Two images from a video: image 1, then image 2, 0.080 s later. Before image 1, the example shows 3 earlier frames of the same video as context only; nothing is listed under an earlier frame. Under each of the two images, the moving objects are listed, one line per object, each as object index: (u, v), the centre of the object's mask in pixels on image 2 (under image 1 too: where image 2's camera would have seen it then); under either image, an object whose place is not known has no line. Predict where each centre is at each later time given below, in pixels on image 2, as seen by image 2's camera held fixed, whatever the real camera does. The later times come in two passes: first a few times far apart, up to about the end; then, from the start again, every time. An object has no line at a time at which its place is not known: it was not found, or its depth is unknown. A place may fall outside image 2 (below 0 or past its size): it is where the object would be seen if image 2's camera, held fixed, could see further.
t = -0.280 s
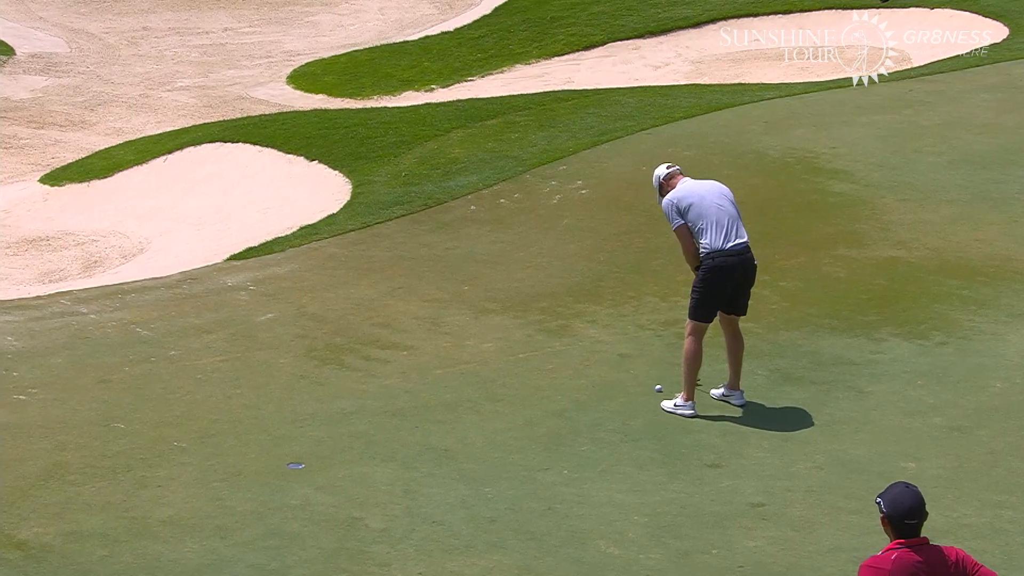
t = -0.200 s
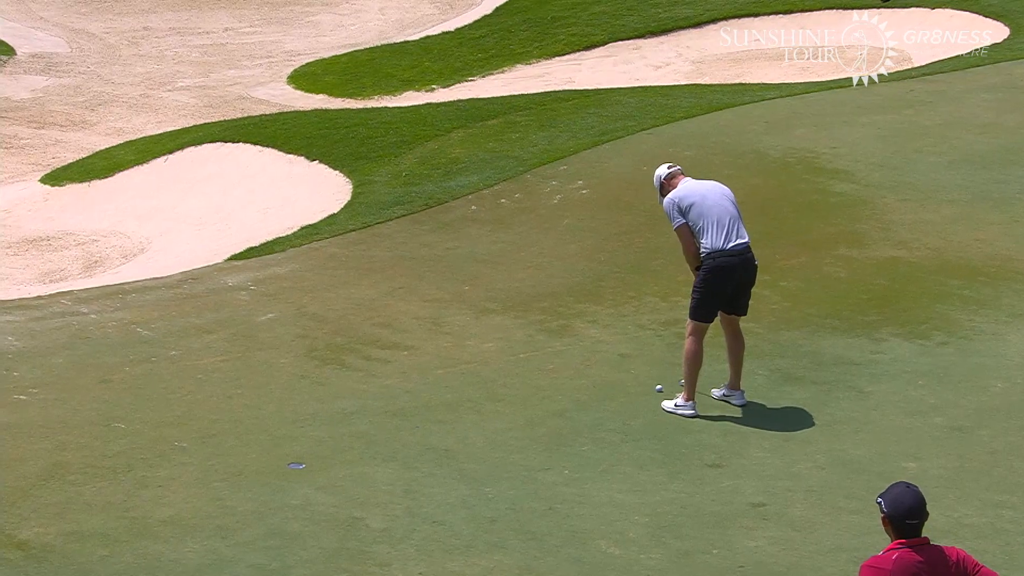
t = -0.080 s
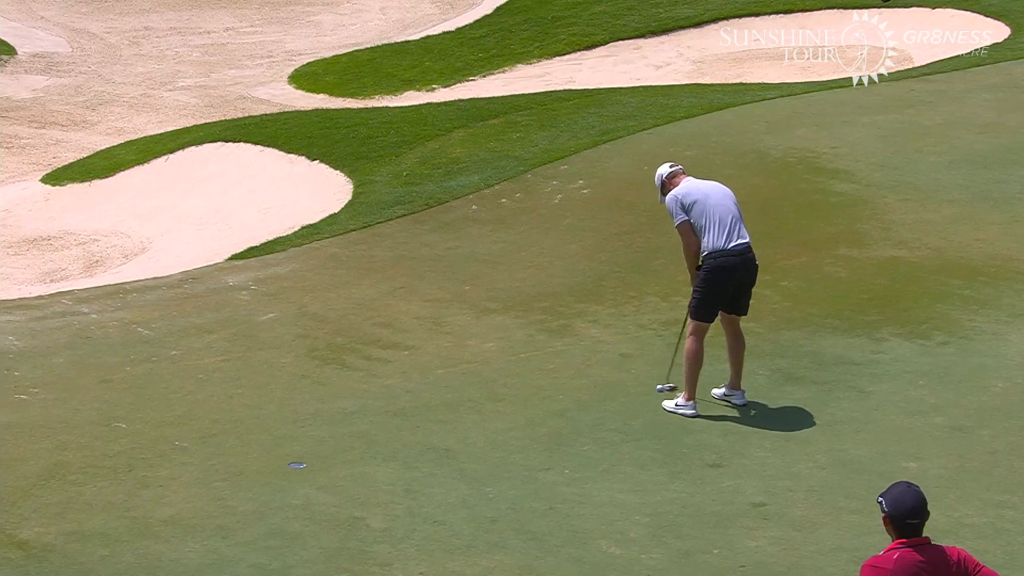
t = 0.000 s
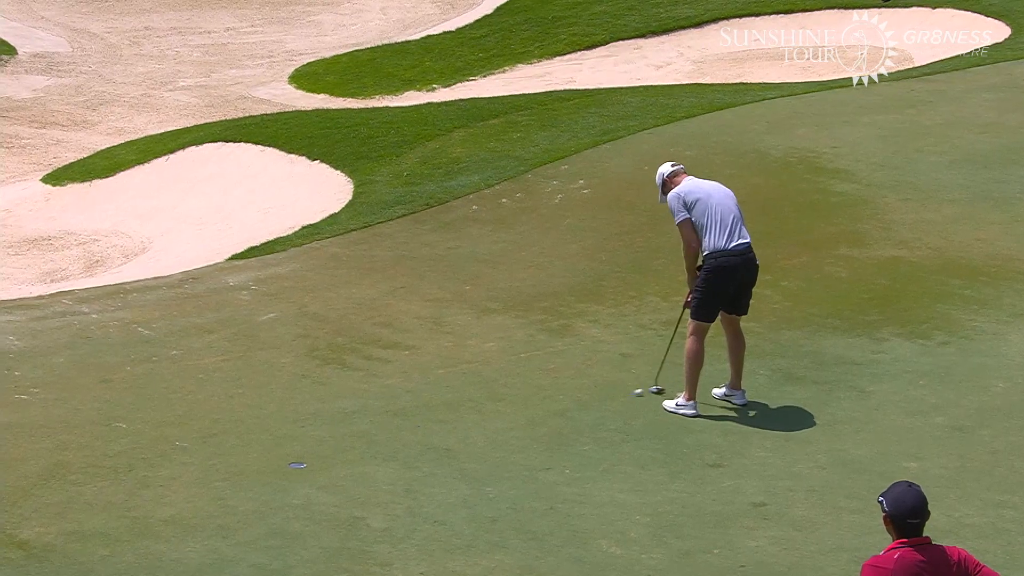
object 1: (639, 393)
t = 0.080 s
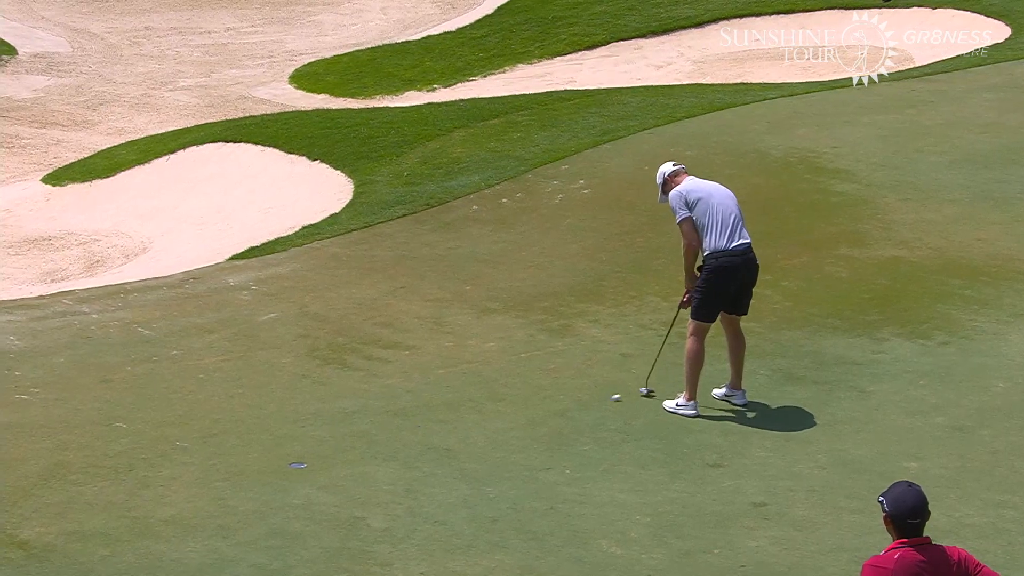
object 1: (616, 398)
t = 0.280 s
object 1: (570, 408)
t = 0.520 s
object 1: (520, 418)
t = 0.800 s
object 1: (466, 430)
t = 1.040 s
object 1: (423, 438)
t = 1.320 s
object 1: (378, 446)
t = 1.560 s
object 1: (344, 453)
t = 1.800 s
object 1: (314, 459)
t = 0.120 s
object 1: (606, 400)
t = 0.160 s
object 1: (596, 402)
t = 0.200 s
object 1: (588, 404)
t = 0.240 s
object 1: (579, 406)
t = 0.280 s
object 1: (570, 408)
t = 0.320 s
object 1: (562, 410)
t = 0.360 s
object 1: (553, 412)
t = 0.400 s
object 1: (544, 413)
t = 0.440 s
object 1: (536, 415)
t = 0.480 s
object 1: (528, 416)
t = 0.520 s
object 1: (520, 418)
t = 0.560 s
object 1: (512, 420)
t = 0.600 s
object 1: (504, 421)
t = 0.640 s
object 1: (496, 423)
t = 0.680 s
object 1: (488, 425)
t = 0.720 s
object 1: (481, 426)
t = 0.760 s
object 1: (473, 428)
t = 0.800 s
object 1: (466, 430)
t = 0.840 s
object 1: (458, 431)
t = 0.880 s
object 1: (450, 432)
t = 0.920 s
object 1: (444, 433)
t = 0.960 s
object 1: (437, 435)
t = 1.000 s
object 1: (430, 436)
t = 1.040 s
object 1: (423, 438)
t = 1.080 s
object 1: (416, 439)
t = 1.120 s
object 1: (410, 440)
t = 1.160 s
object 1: (404, 442)
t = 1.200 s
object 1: (397, 443)
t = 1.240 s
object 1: (390, 444)
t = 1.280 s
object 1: (384, 445)
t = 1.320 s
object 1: (378, 446)
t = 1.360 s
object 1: (372, 447)
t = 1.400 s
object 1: (367, 449)
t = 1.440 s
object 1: (361, 450)
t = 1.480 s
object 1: (355, 451)
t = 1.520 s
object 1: (350, 452)
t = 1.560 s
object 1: (344, 453)
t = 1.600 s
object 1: (339, 454)
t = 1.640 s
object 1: (334, 455)
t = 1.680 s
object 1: (329, 456)
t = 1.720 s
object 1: (324, 457)
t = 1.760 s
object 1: (319, 458)
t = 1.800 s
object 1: (314, 459)
